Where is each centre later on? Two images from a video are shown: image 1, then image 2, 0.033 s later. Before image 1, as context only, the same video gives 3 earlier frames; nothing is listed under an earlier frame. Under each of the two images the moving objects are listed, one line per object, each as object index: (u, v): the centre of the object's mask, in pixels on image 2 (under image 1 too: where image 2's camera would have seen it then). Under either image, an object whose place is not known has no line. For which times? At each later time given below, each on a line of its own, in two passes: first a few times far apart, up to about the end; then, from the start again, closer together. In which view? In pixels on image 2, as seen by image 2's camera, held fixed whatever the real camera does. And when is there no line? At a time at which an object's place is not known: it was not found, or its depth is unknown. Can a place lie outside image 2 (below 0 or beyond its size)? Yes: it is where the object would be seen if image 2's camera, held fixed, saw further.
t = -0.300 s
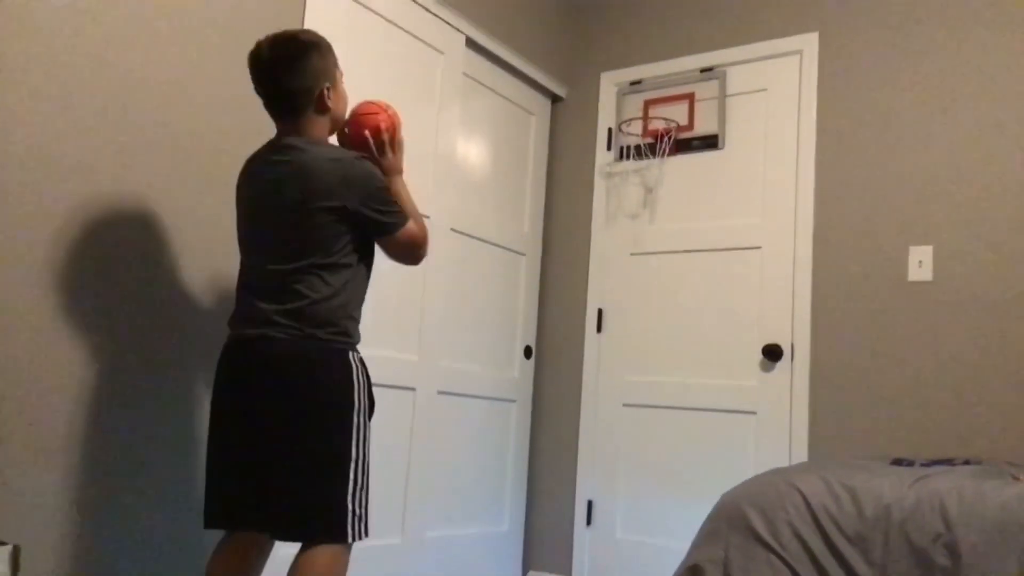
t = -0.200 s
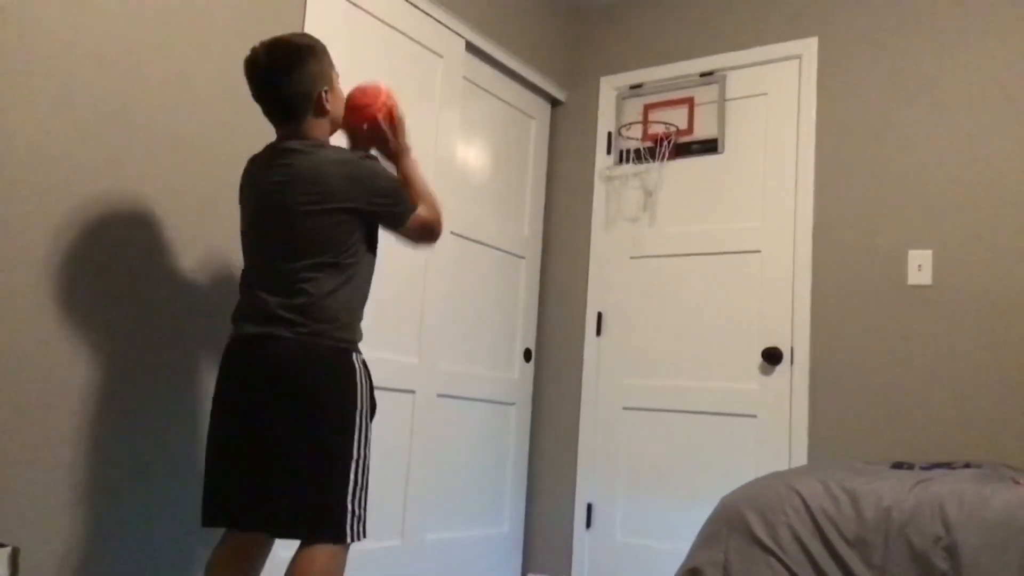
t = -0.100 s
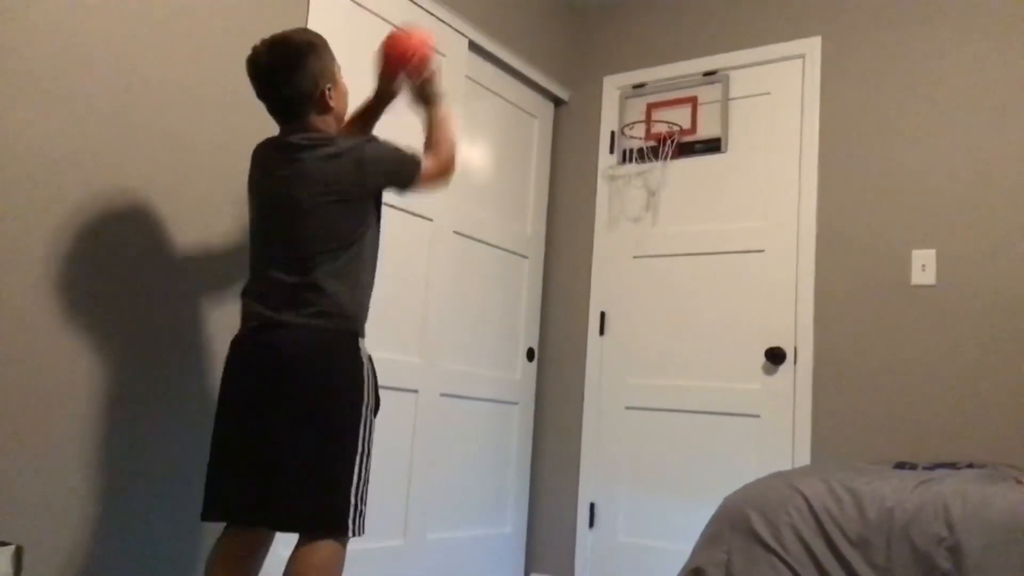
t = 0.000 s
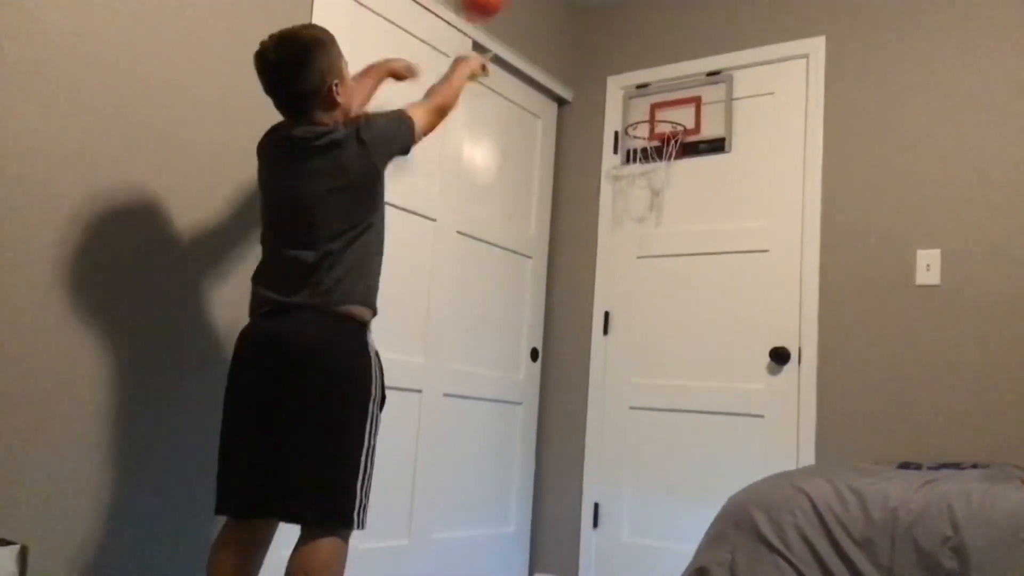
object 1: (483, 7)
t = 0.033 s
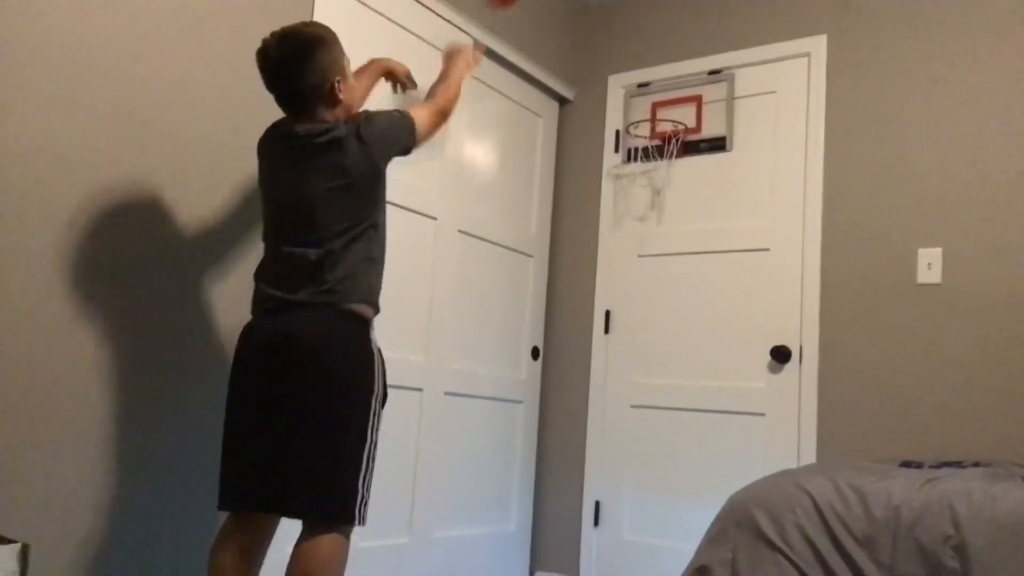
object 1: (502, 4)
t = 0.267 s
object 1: (610, 19)
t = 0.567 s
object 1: (644, 114)
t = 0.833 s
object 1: (696, 79)
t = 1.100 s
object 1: (748, 257)
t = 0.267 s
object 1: (610, 19)
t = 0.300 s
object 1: (620, 28)
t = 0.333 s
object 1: (631, 43)
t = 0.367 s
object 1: (641, 62)
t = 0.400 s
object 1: (650, 85)
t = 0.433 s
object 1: (658, 107)
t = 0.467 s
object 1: (650, 113)
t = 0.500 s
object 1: (640, 120)
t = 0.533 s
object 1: (640, 119)
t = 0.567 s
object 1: (644, 114)
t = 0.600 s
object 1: (652, 104)
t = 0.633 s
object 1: (660, 93)
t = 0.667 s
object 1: (666, 83)
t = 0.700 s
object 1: (672, 77)
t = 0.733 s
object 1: (679, 74)
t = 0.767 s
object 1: (684, 73)
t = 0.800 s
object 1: (690, 74)
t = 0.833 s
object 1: (696, 79)
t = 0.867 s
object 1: (703, 86)
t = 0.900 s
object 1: (709, 99)
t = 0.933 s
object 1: (716, 114)
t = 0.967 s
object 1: (721, 135)
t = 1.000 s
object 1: (728, 158)
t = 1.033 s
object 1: (734, 186)
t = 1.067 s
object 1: (741, 219)
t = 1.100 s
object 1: (748, 257)
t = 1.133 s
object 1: (755, 304)
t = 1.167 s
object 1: (761, 354)
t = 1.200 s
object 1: (771, 417)
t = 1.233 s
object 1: (774, 460)
